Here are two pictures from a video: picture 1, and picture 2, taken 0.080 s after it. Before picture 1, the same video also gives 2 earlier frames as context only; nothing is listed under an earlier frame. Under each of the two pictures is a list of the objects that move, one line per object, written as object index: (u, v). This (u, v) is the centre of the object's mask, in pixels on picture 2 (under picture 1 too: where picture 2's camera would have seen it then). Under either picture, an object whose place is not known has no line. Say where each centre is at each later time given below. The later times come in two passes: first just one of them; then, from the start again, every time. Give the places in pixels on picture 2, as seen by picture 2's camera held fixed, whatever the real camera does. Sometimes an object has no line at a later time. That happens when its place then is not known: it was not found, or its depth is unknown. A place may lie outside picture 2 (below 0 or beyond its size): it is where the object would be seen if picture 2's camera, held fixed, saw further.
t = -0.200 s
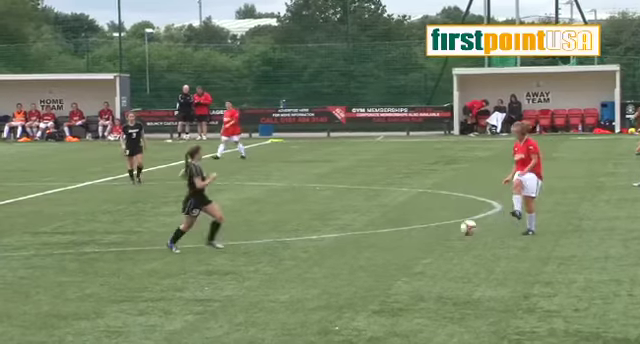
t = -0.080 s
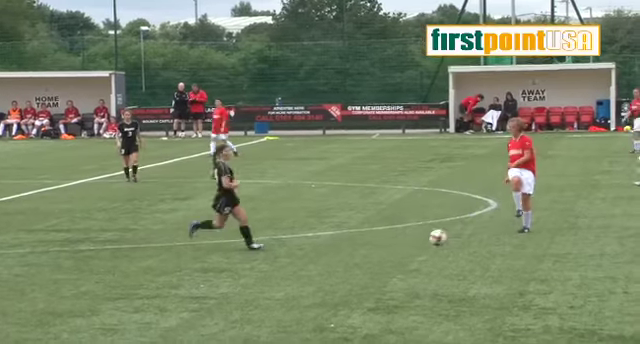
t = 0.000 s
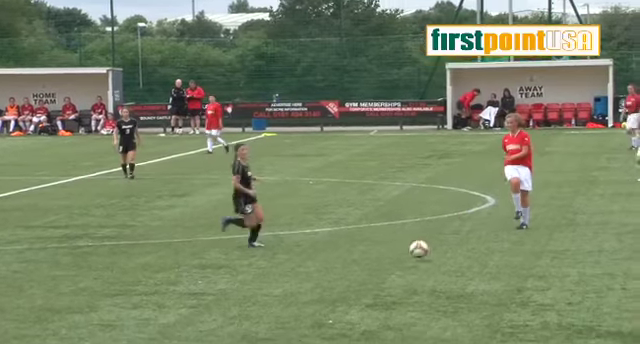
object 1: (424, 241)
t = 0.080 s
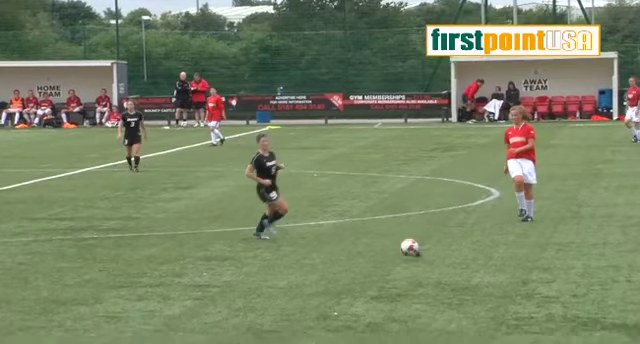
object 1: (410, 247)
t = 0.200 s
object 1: (389, 249)
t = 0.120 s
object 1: (406, 248)
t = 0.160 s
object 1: (396, 247)
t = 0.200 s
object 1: (389, 249)
